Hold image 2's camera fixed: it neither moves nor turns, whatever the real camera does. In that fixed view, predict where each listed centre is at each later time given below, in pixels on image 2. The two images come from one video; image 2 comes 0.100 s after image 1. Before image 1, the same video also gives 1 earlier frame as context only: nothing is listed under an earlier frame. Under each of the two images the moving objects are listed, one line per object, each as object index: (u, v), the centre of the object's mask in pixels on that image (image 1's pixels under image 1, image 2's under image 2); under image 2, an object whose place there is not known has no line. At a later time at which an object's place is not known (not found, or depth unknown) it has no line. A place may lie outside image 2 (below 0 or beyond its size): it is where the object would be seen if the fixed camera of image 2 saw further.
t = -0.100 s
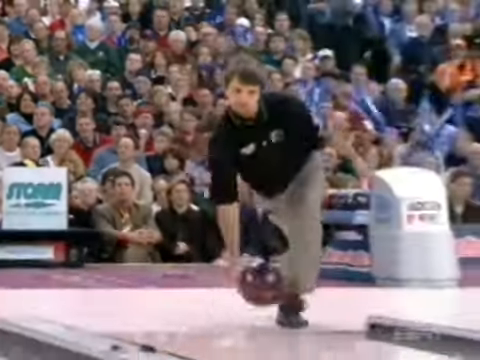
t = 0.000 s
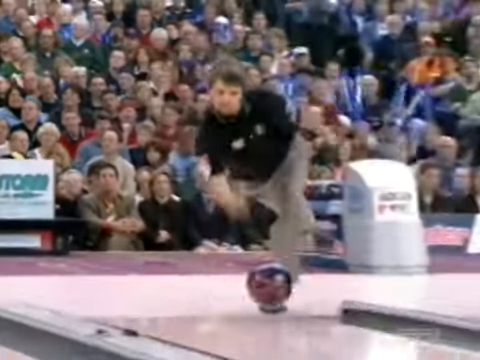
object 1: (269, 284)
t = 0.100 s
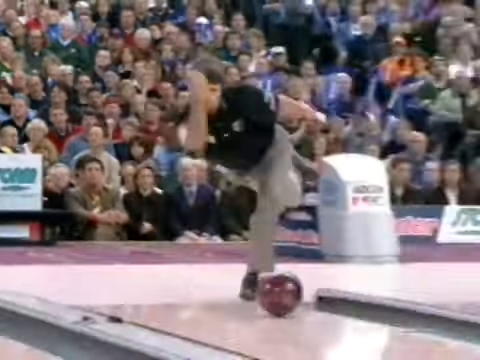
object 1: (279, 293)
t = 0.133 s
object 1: (292, 295)
